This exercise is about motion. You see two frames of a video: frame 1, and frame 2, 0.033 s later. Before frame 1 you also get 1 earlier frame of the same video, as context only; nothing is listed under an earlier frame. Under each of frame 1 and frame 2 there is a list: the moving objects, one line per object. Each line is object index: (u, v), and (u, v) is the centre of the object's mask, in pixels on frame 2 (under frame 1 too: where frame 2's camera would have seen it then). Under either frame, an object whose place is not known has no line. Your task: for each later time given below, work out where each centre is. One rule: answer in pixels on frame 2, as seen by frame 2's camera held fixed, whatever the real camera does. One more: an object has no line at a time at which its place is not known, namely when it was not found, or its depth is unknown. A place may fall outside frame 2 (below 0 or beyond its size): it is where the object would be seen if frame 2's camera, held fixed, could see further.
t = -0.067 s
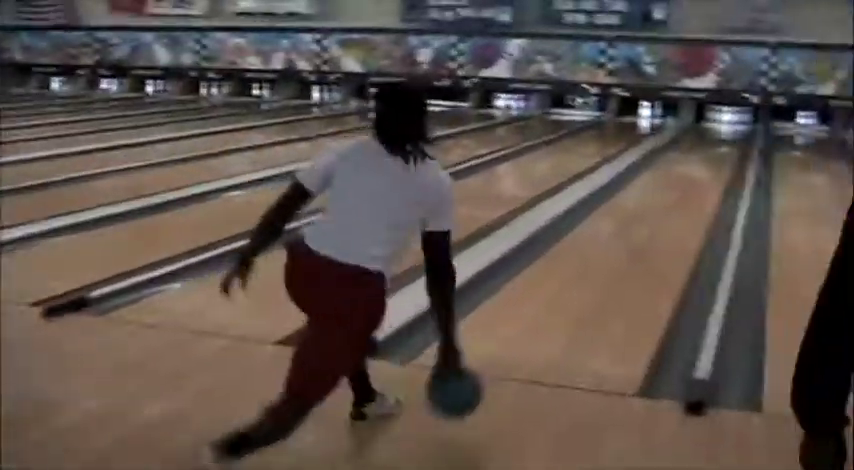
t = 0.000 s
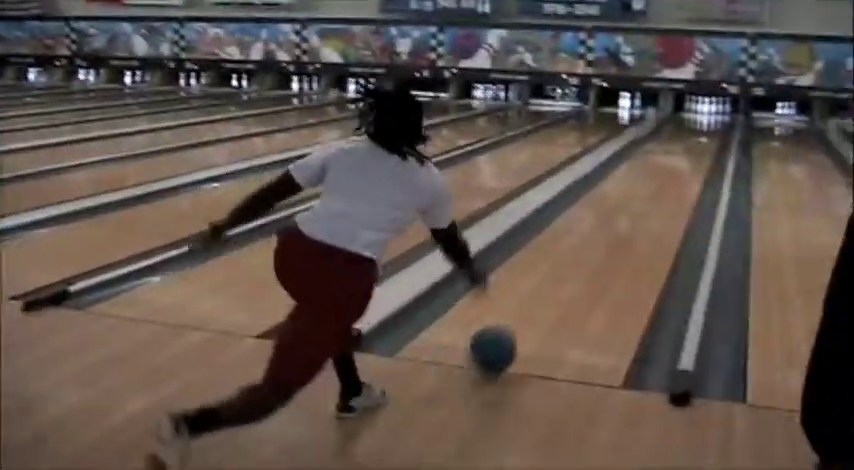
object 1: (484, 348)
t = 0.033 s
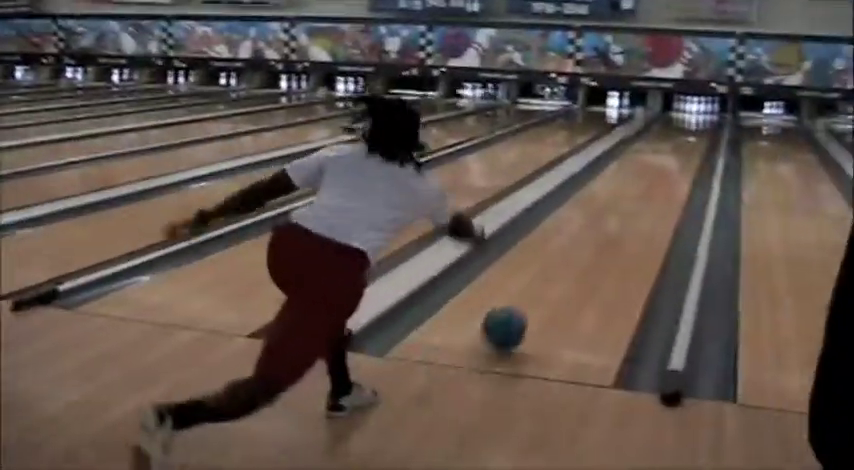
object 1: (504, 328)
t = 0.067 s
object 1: (522, 306)
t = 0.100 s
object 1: (537, 290)
